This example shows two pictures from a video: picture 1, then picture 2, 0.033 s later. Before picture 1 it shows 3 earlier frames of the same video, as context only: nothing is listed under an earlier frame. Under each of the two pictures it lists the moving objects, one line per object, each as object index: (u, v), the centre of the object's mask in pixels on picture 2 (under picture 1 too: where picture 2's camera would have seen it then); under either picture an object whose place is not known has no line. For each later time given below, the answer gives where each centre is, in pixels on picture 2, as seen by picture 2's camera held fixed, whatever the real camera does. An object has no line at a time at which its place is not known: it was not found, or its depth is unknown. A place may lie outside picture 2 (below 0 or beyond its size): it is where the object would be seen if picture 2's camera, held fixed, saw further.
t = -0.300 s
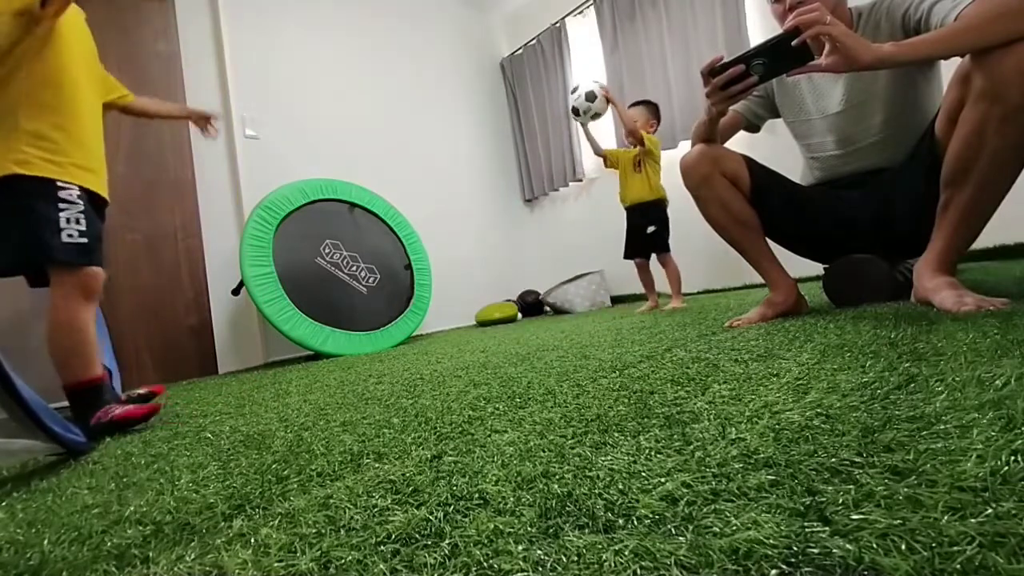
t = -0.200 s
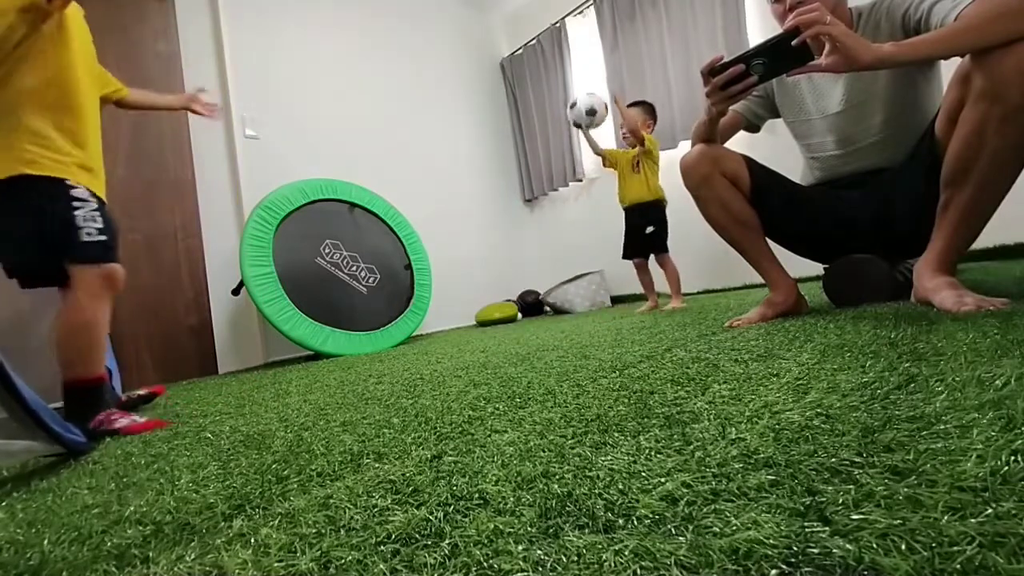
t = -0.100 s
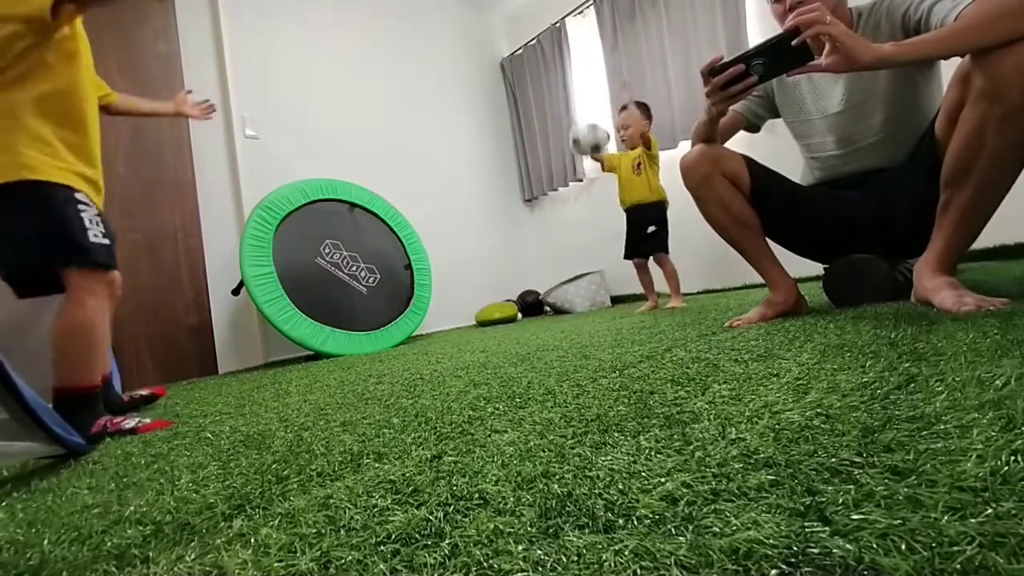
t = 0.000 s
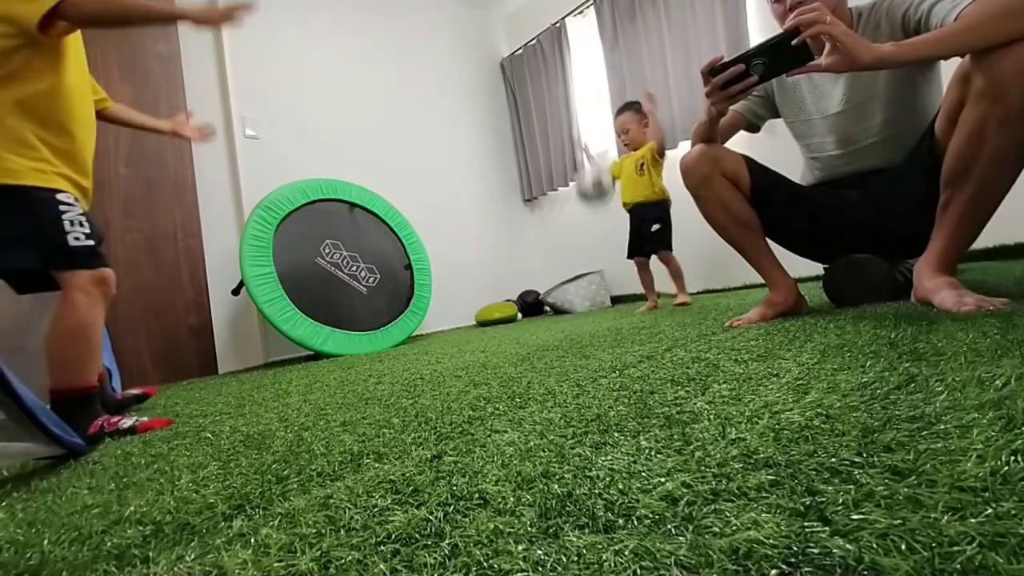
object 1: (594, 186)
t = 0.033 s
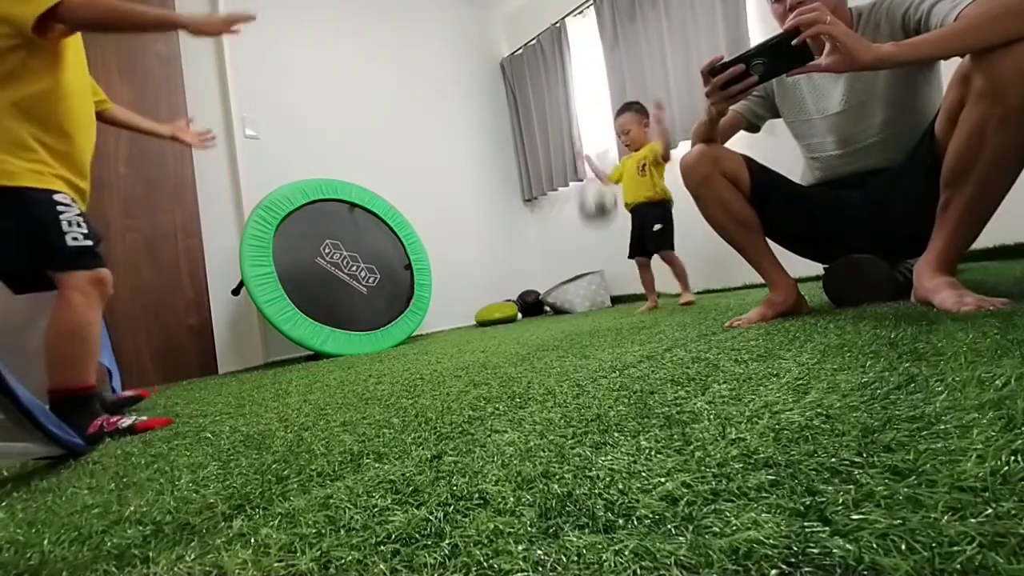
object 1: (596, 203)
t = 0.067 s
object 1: (599, 224)
